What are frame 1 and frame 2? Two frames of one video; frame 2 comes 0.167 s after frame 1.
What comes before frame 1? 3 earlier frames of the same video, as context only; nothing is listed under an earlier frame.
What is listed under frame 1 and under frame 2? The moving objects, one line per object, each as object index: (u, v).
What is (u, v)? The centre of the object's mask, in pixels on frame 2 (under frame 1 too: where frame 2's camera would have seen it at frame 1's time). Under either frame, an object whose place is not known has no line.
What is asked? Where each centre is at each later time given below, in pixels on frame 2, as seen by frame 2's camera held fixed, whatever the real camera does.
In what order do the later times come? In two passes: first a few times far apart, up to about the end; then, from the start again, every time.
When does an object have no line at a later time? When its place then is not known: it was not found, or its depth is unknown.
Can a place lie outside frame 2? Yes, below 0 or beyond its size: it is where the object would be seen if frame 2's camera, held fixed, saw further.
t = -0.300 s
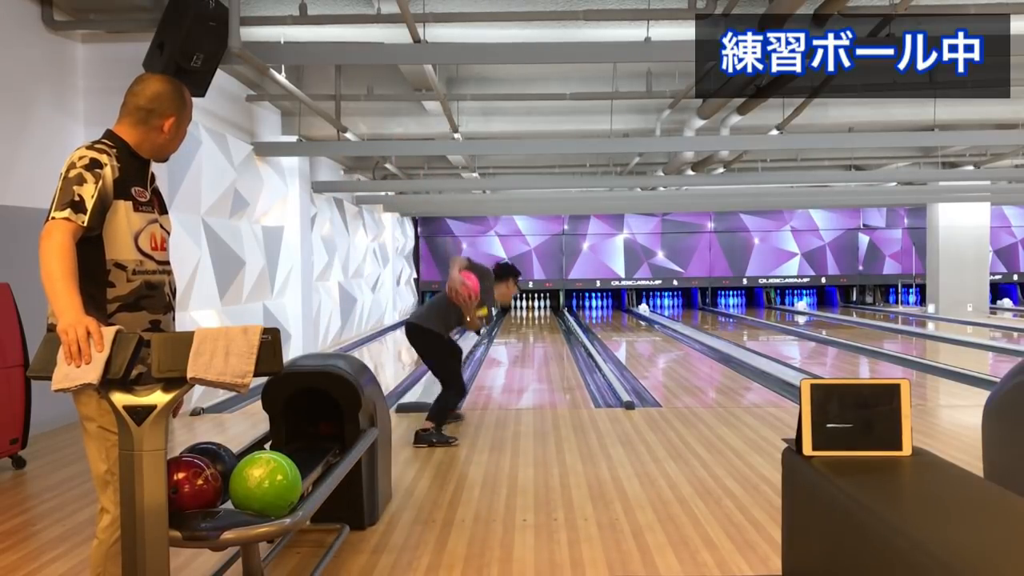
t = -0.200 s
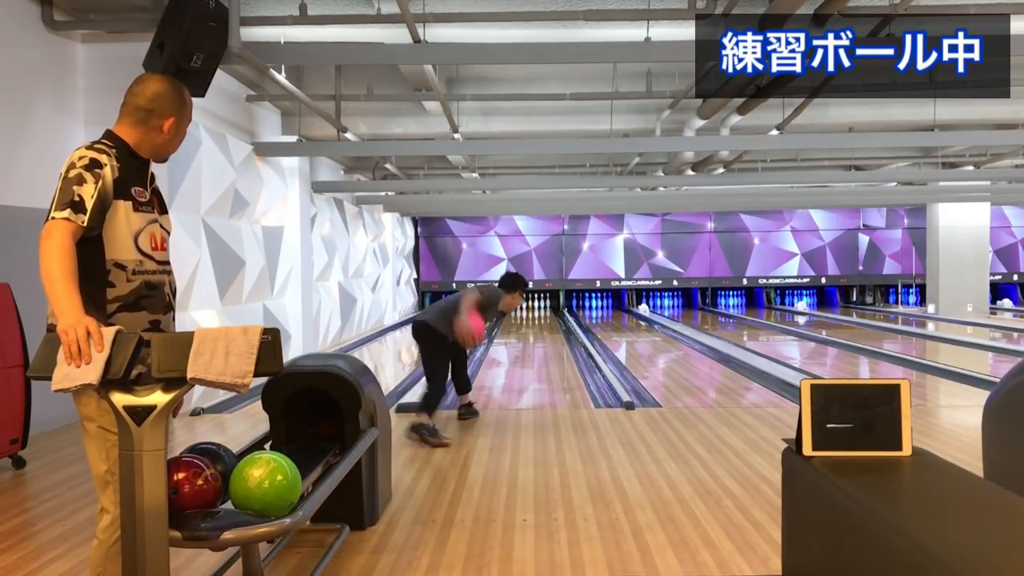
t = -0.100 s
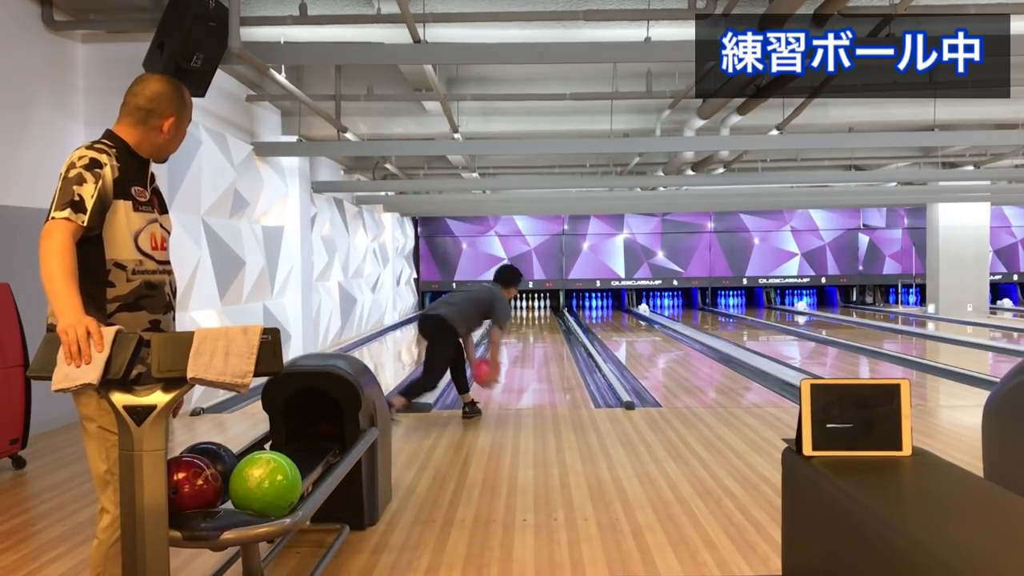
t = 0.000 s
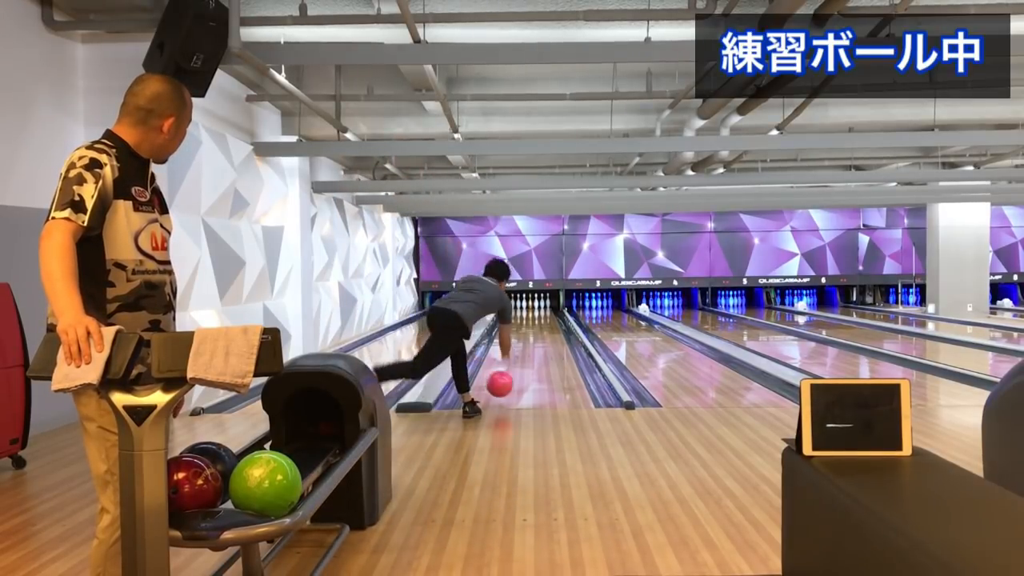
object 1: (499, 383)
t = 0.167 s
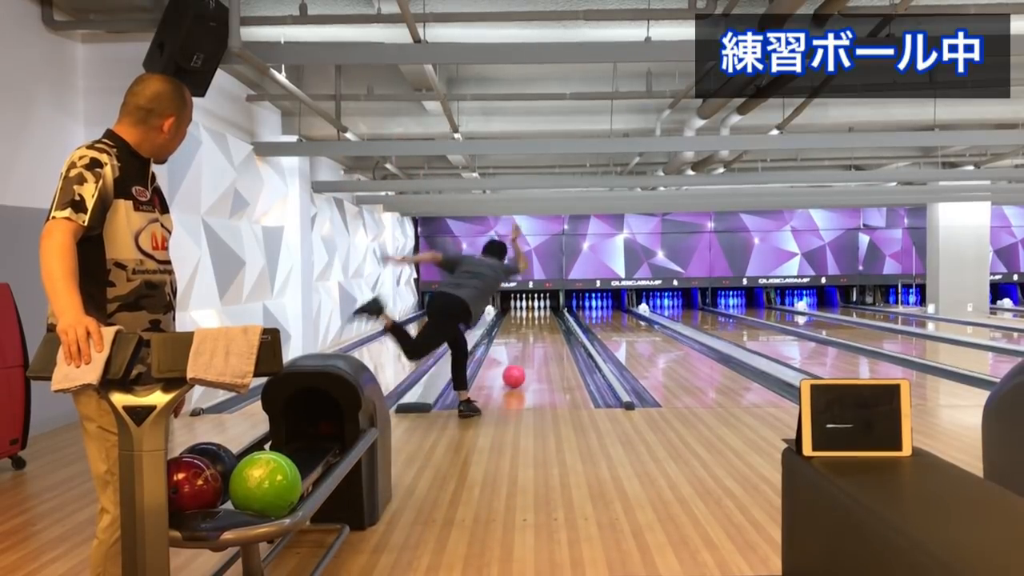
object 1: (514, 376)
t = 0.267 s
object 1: (521, 367)
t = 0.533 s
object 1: (534, 350)
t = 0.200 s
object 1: (516, 372)
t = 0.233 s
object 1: (518, 370)
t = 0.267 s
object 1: (521, 367)
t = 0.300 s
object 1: (522, 365)
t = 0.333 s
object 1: (524, 363)
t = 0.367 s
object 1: (526, 360)
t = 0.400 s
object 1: (528, 358)
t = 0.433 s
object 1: (530, 356)
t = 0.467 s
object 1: (531, 354)
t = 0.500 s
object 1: (533, 352)
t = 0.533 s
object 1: (534, 350)
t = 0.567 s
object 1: (535, 349)
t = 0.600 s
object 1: (537, 347)
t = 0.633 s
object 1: (538, 345)
